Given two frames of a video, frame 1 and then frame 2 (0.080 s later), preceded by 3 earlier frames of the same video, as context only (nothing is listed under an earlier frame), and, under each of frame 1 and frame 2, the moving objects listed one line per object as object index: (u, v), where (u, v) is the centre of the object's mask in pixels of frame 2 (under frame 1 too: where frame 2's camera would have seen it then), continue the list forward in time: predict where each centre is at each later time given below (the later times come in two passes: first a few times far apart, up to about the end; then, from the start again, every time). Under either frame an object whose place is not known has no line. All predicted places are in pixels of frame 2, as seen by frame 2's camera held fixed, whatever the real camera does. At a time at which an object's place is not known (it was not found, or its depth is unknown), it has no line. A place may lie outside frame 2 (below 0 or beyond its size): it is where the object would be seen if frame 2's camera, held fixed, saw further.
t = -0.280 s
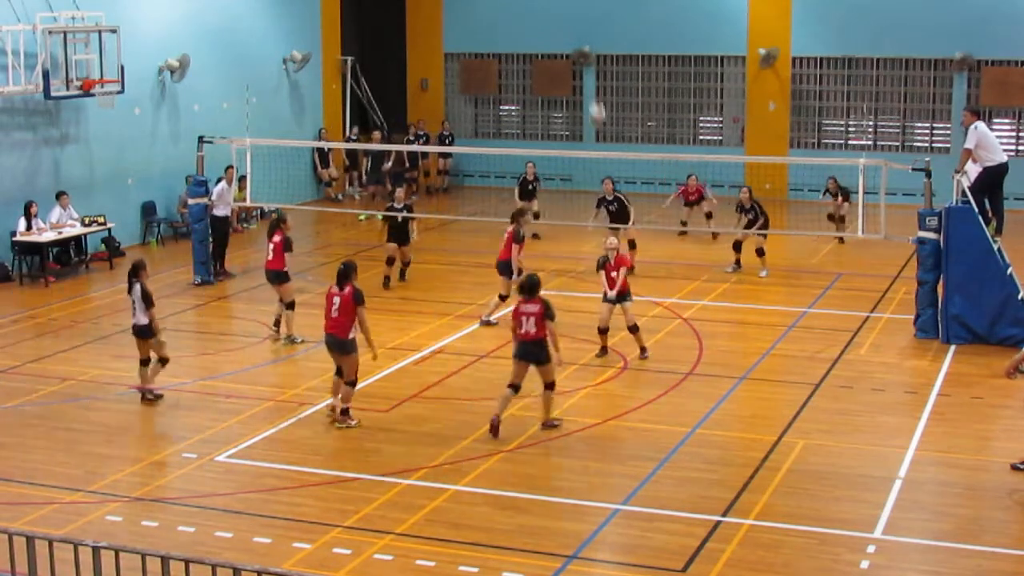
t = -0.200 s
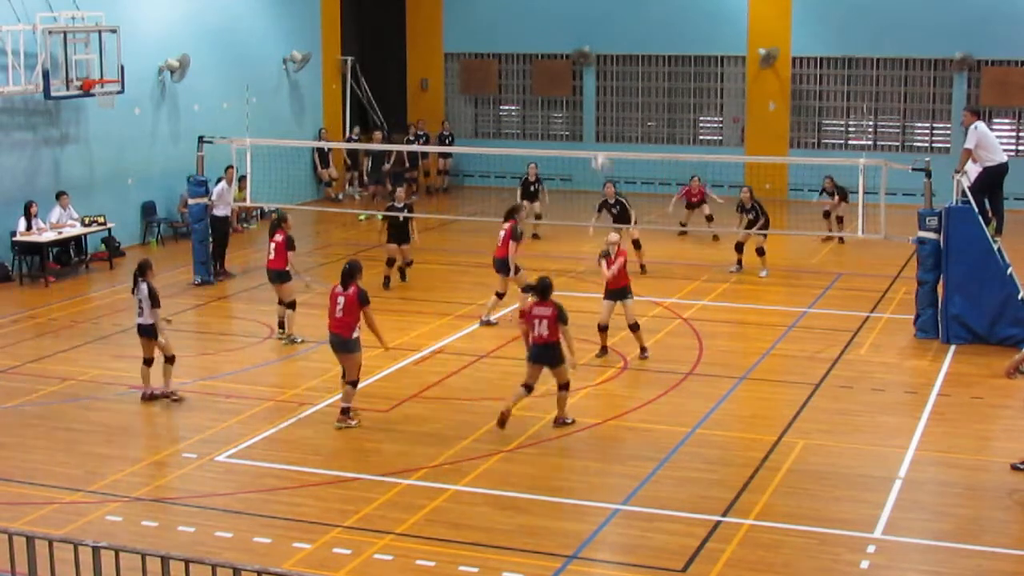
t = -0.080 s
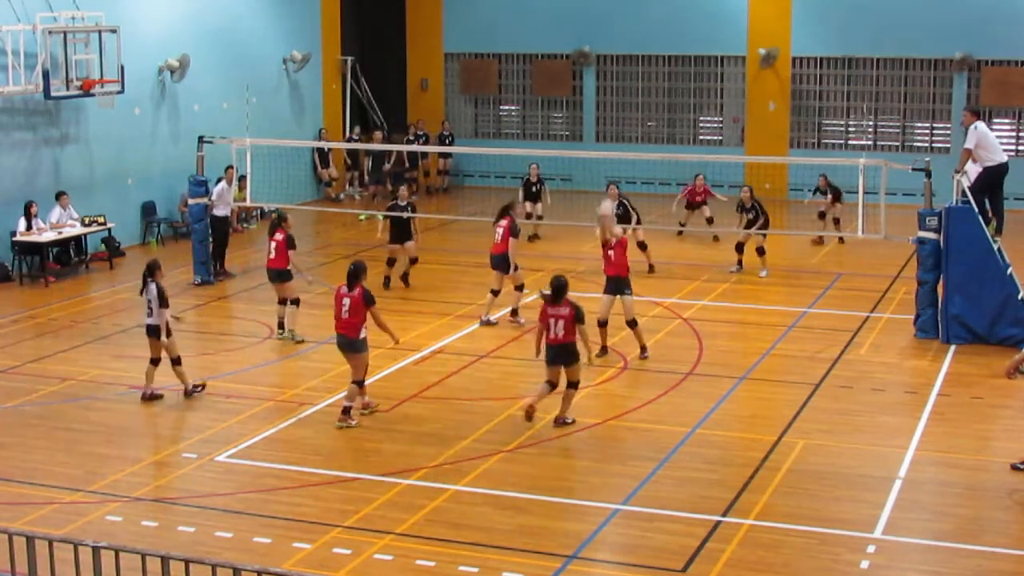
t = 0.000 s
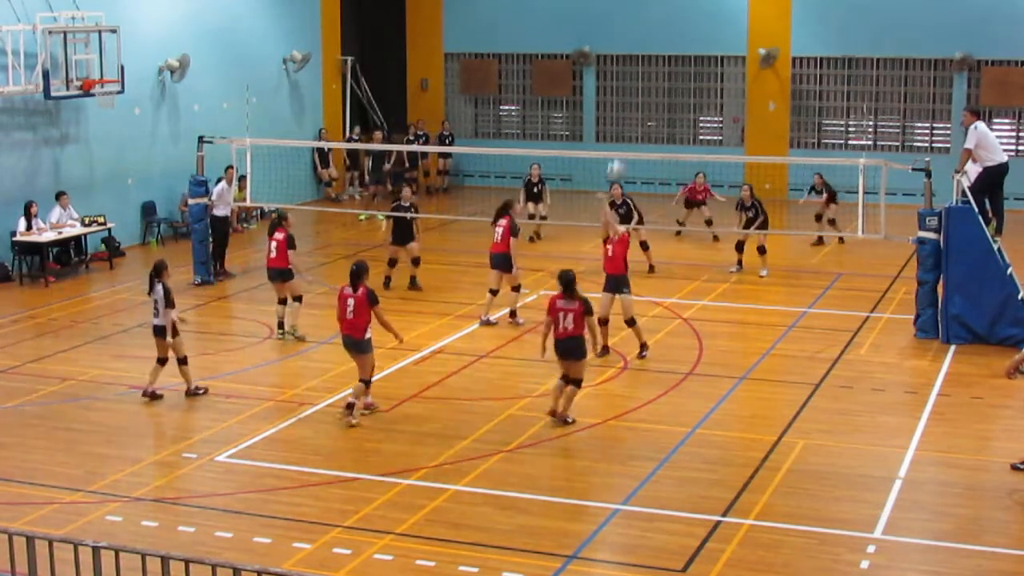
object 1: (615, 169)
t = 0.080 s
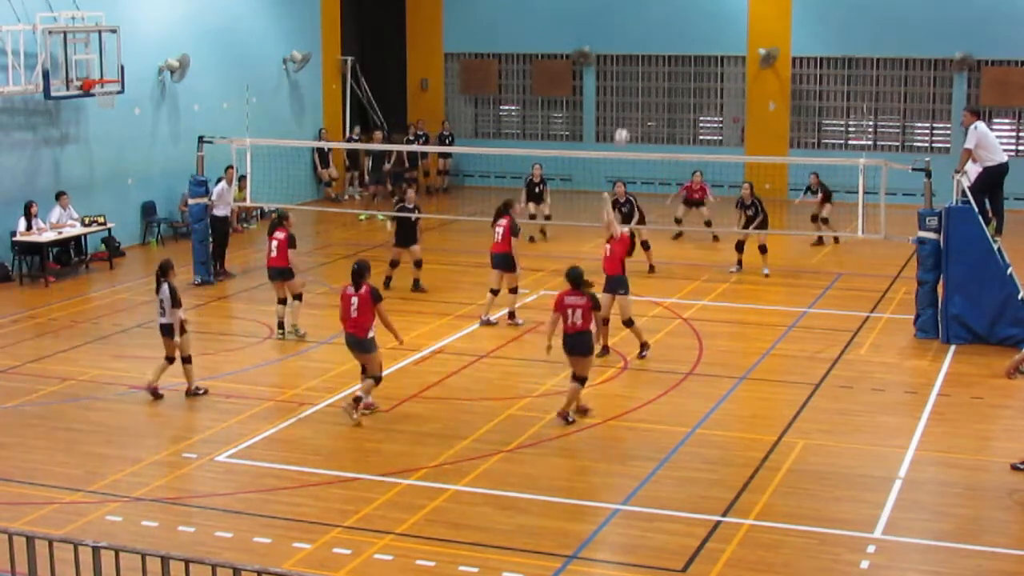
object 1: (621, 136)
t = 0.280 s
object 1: (635, 93)
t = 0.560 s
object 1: (650, 90)
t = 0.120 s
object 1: (624, 125)
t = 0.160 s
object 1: (627, 114)
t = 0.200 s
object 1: (630, 105)
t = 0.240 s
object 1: (632, 99)
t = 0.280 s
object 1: (635, 93)
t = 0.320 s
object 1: (637, 87)
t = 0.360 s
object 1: (640, 86)
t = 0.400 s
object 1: (642, 84)
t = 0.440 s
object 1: (645, 84)
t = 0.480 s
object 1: (646, 85)
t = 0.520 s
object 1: (648, 87)
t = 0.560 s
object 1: (650, 90)
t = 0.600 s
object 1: (652, 93)
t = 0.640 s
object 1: (655, 99)
